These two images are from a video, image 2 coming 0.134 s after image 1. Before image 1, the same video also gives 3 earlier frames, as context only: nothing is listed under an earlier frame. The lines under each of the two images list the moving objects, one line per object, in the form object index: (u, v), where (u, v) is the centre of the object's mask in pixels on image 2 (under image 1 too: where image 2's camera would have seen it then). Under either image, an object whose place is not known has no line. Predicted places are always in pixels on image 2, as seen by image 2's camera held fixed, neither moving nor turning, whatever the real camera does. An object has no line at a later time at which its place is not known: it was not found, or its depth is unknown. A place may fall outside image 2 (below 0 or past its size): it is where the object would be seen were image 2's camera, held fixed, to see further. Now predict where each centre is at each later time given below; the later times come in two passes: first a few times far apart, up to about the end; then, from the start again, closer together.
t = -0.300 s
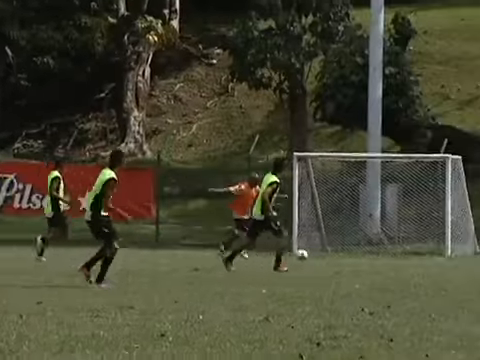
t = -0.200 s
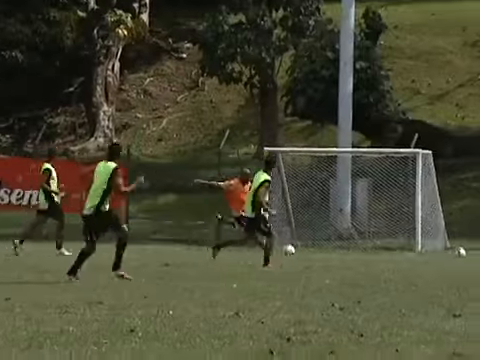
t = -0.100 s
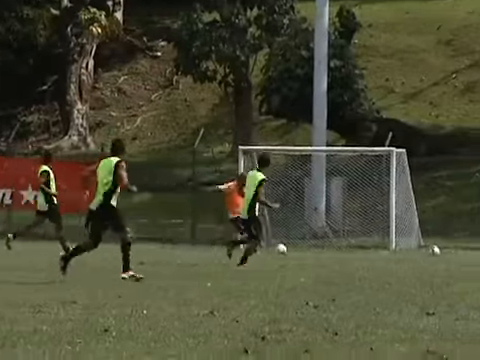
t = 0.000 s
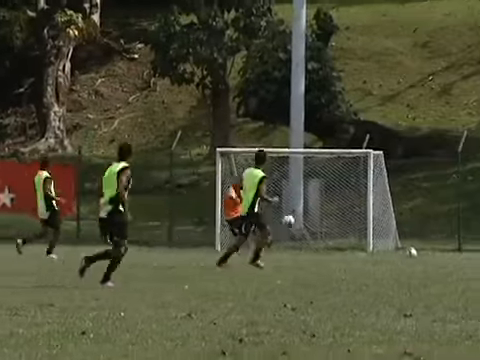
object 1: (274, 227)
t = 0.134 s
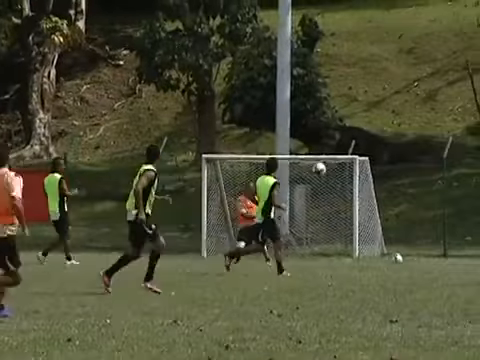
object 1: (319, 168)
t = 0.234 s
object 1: (350, 128)
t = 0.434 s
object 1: (410, 57)
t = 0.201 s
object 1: (340, 140)
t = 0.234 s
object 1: (350, 128)
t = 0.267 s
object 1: (361, 114)
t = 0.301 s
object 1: (370, 103)
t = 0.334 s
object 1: (382, 91)
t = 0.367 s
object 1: (391, 79)
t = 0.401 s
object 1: (401, 68)
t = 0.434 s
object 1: (410, 57)
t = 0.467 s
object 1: (419, 45)
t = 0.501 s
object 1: (427, 37)
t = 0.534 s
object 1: (436, 29)
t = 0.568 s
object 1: (446, 19)
